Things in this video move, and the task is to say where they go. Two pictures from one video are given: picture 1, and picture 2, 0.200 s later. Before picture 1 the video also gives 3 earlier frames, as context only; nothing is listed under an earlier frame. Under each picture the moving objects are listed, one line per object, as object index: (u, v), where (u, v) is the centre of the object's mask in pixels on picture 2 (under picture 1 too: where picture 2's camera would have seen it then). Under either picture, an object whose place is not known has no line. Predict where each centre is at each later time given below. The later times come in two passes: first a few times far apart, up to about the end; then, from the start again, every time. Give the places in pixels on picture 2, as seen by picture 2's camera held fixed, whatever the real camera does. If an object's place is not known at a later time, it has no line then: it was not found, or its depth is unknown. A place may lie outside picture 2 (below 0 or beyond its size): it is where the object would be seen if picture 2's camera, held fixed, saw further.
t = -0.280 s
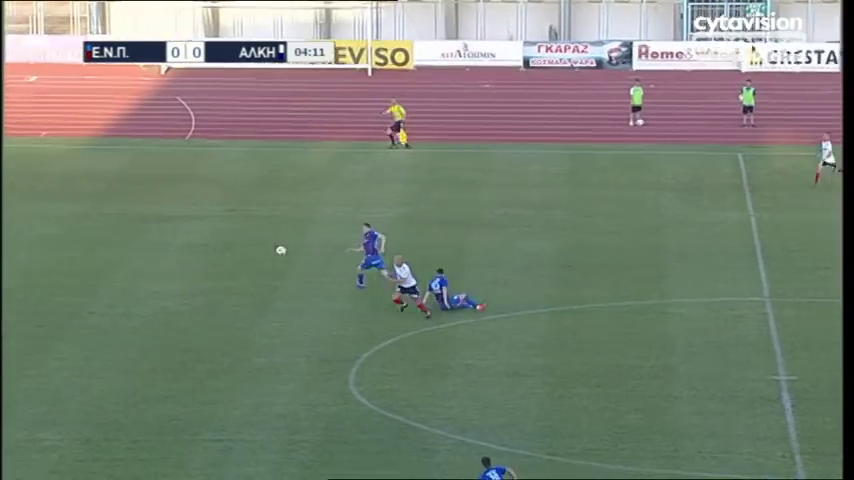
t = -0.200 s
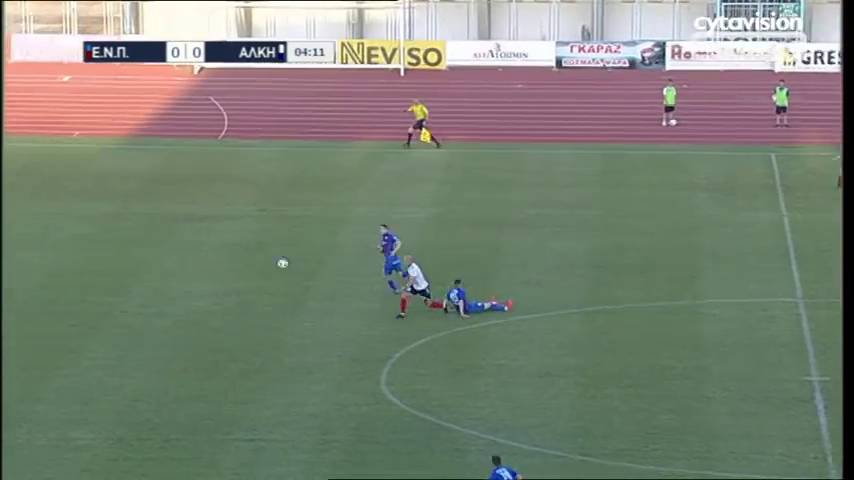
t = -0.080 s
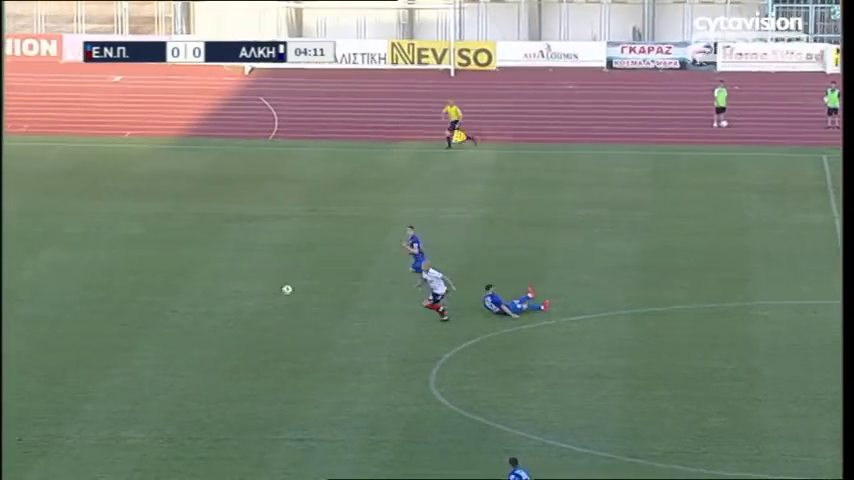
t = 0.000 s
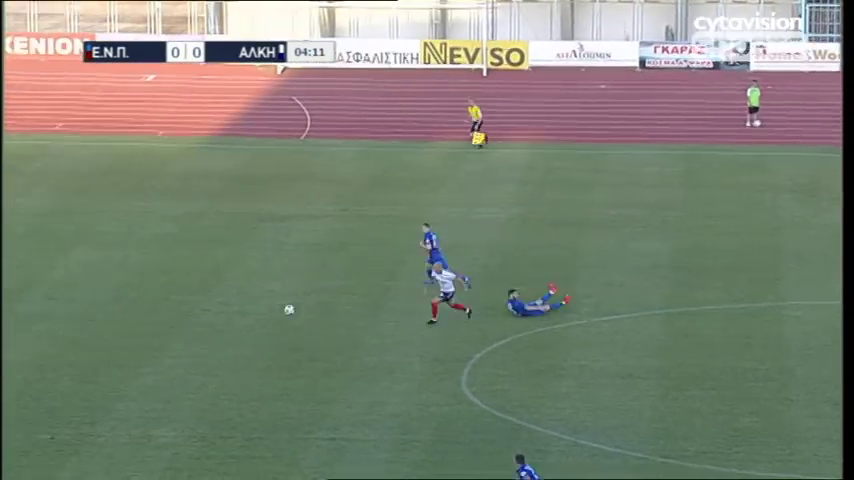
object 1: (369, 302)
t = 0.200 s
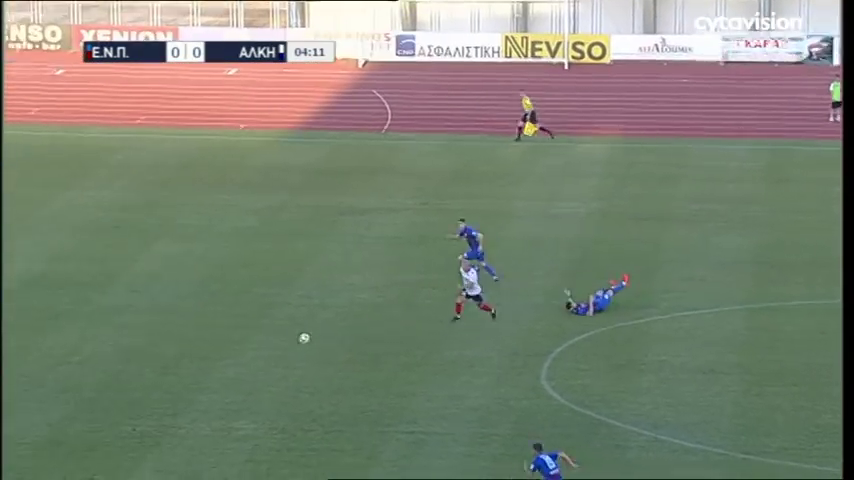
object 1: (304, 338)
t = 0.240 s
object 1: (296, 332)
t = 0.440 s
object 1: (255, 315)
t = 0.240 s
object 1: (296, 332)
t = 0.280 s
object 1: (288, 328)
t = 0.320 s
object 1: (280, 323)
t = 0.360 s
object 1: (272, 320)
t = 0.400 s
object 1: (264, 317)
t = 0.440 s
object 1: (255, 315)
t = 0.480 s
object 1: (247, 314)
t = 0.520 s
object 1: (239, 313)
